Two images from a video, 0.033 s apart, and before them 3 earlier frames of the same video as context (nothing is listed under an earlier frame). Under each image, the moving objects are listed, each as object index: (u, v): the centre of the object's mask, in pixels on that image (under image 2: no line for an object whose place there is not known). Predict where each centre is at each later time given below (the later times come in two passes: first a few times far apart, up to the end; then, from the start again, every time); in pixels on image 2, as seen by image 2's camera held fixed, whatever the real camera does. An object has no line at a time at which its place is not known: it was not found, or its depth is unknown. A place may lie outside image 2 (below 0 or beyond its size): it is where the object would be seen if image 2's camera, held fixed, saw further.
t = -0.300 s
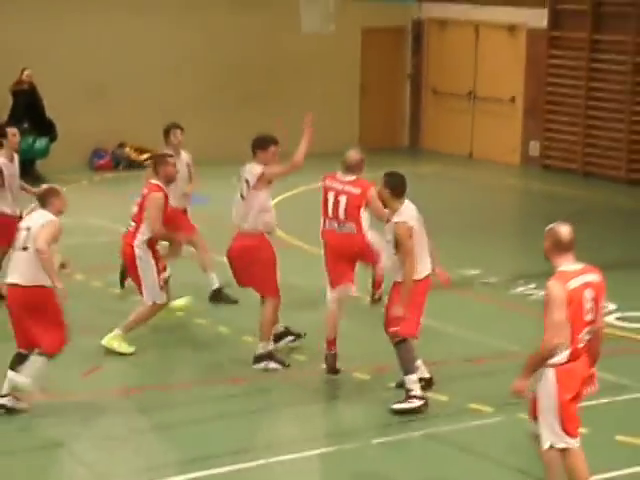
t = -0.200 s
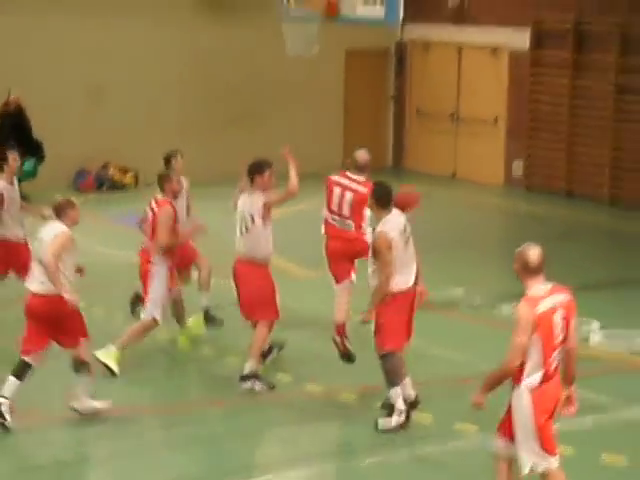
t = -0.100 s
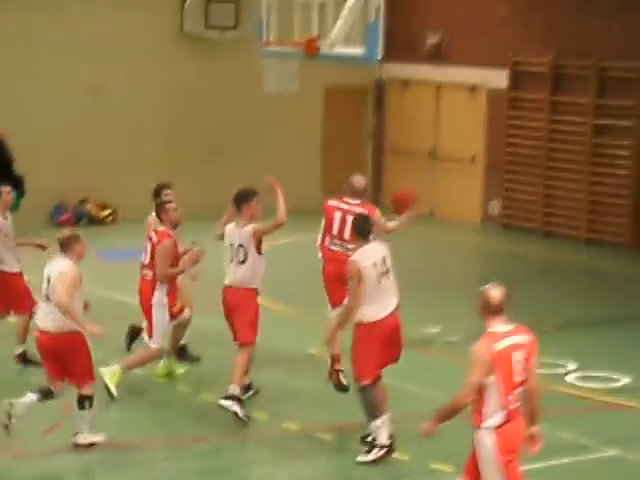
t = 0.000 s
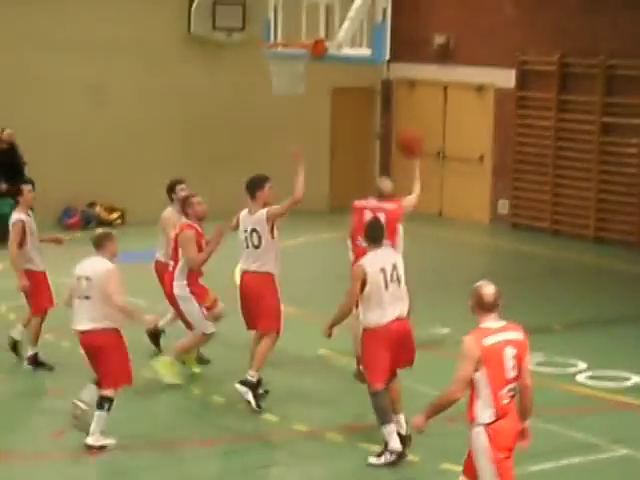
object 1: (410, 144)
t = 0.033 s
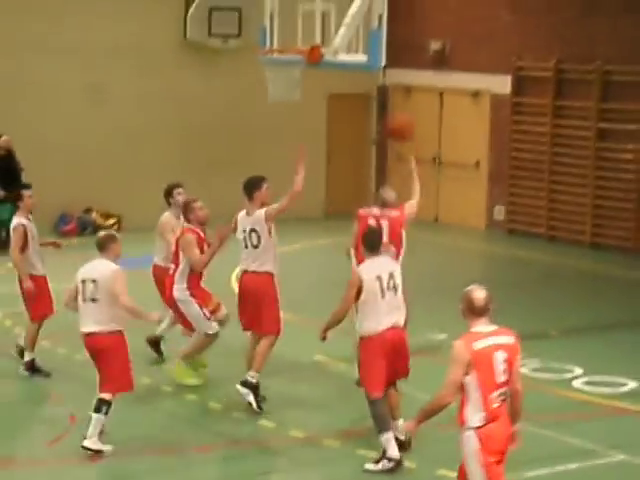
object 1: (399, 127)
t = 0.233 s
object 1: (368, 47)
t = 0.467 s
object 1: (332, 13)
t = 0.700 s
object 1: (299, 35)
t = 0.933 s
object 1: (268, 34)
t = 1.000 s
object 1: (258, 43)
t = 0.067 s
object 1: (396, 112)
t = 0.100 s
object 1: (391, 96)
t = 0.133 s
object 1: (384, 81)
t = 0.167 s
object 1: (378, 68)
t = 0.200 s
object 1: (373, 56)
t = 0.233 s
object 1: (368, 47)
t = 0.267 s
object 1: (363, 37)
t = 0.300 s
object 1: (358, 30)
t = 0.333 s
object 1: (352, 23)
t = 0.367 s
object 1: (347, 18)
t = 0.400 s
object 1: (341, 16)
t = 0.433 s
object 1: (336, 14)
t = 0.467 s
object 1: (332, 13)
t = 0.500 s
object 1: (327, 12)
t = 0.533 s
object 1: (322, 13)
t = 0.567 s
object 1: (317, 15)
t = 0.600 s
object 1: (312, 19)
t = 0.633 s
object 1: (307, 23)
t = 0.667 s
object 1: (303, 29)
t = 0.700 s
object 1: (299, 35)
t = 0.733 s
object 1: (296, 33)
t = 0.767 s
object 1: (292, 30)
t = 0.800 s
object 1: (287, 28)
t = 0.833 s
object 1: (282, 29)
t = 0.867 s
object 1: (277, 29)
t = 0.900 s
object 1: (272, 30)
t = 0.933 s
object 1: (268, 34)
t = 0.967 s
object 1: (263, 38)
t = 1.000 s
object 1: (258, 43)
